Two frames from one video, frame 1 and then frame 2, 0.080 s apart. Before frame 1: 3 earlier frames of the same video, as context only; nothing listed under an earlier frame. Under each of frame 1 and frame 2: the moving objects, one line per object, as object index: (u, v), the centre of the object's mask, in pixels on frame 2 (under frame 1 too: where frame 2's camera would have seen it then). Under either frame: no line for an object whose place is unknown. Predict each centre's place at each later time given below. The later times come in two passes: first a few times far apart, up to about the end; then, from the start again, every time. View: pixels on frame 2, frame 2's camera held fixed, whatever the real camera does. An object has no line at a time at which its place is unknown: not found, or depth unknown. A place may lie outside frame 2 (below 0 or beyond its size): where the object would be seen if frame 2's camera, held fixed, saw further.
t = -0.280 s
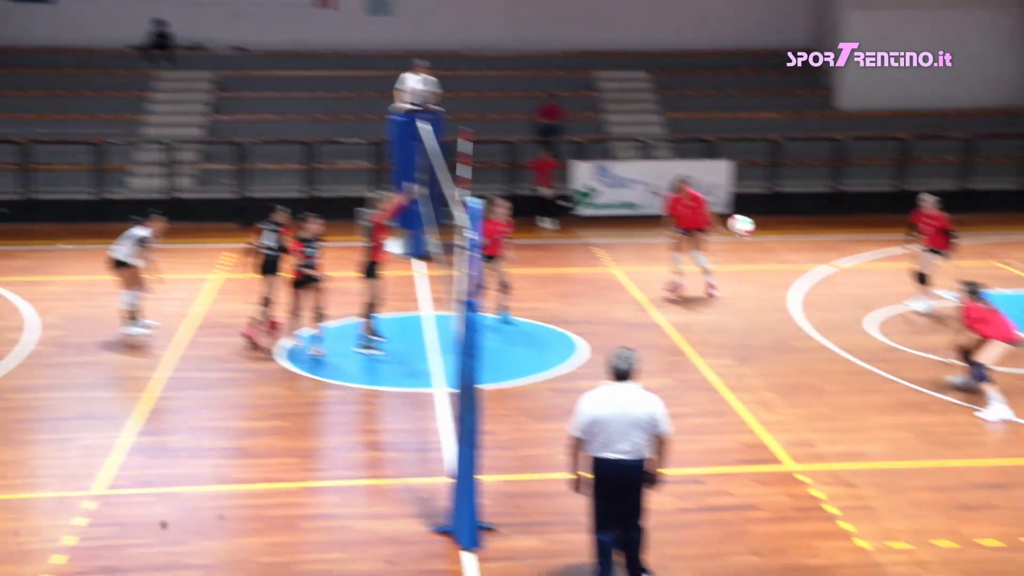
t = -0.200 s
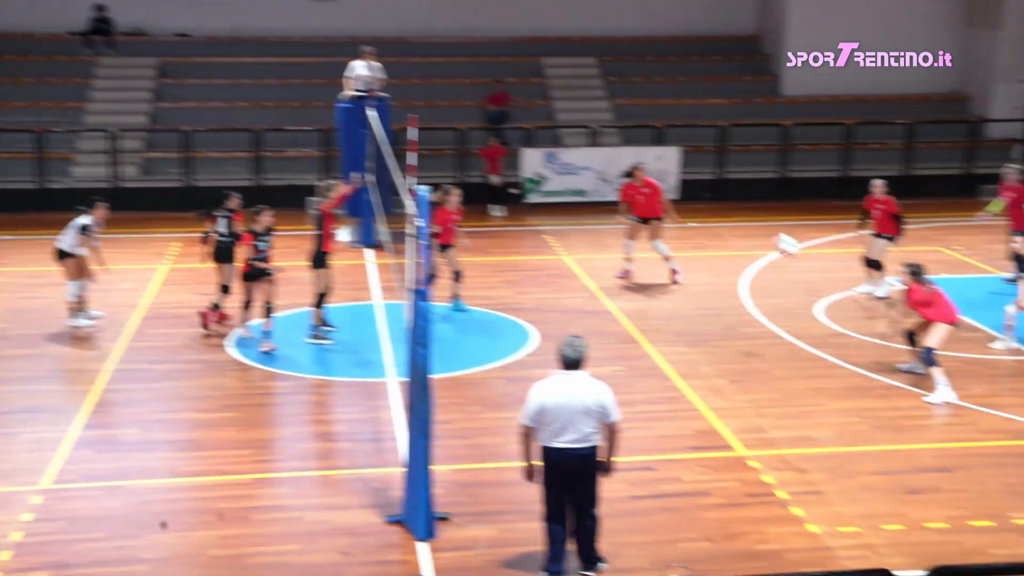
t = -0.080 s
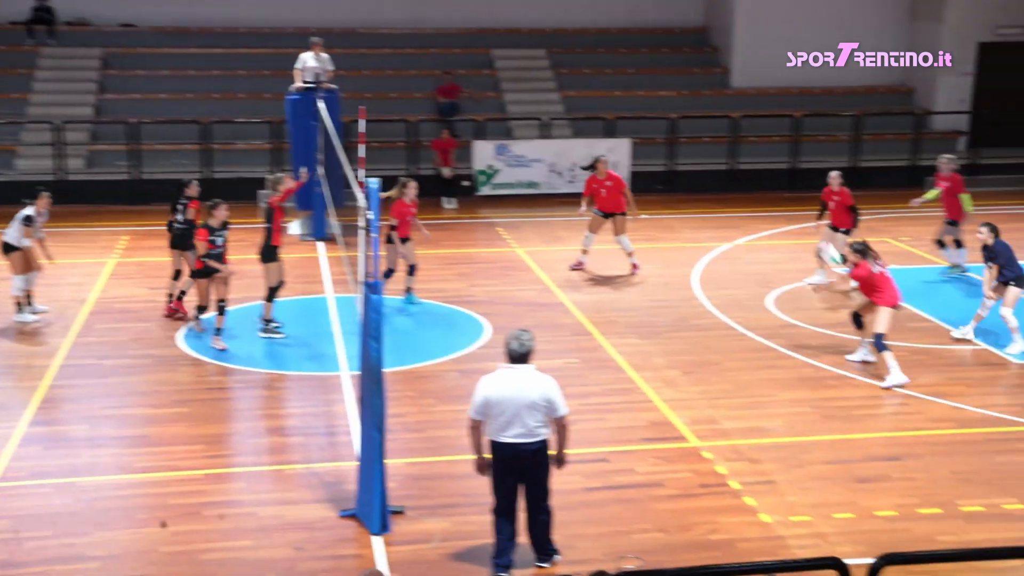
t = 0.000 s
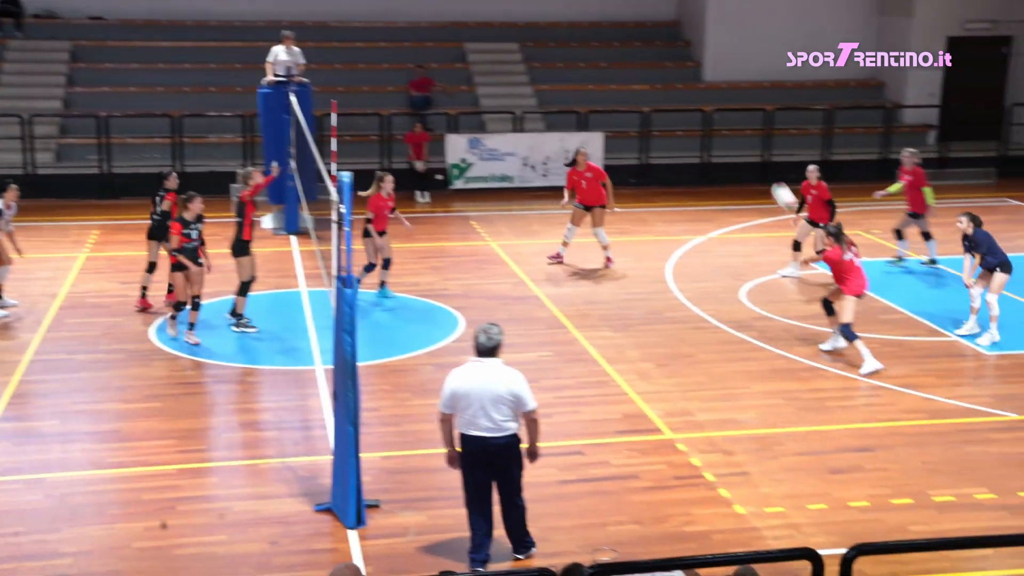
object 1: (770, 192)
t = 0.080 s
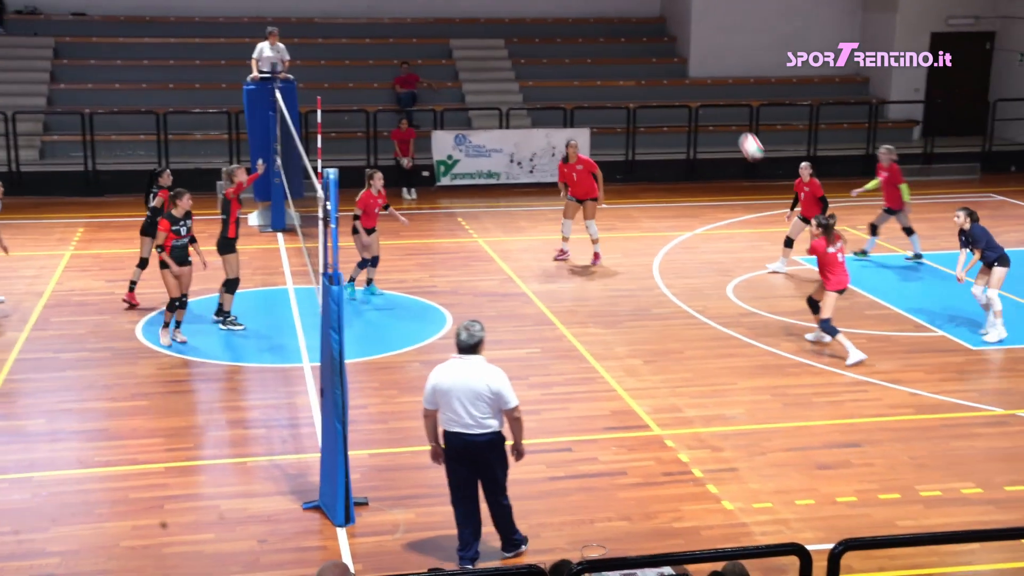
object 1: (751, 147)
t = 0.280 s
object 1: (701, 54)
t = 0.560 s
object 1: (628, -12)
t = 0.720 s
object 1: (585, -17)
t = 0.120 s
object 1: (741, 126)
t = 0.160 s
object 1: (731, 105)
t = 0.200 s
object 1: (721, 87)
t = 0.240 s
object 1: (712, 70)
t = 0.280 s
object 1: (701, 54)
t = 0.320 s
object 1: (691, 40)
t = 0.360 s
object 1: (680, 27)
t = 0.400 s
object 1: (670, 16)
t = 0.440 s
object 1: (660, 7)
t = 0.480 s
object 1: (650, -1)
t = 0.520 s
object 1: (639, -8)
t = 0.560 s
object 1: (628, -12)
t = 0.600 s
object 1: (618, -15)
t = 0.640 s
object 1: (607, -17)
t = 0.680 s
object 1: (596, -17)
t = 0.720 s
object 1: (585, -17)
